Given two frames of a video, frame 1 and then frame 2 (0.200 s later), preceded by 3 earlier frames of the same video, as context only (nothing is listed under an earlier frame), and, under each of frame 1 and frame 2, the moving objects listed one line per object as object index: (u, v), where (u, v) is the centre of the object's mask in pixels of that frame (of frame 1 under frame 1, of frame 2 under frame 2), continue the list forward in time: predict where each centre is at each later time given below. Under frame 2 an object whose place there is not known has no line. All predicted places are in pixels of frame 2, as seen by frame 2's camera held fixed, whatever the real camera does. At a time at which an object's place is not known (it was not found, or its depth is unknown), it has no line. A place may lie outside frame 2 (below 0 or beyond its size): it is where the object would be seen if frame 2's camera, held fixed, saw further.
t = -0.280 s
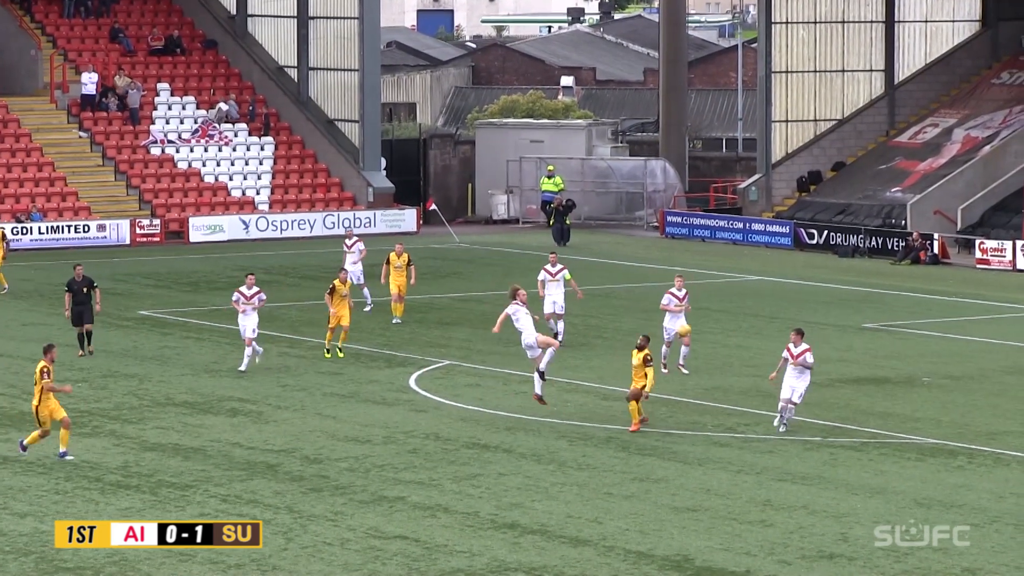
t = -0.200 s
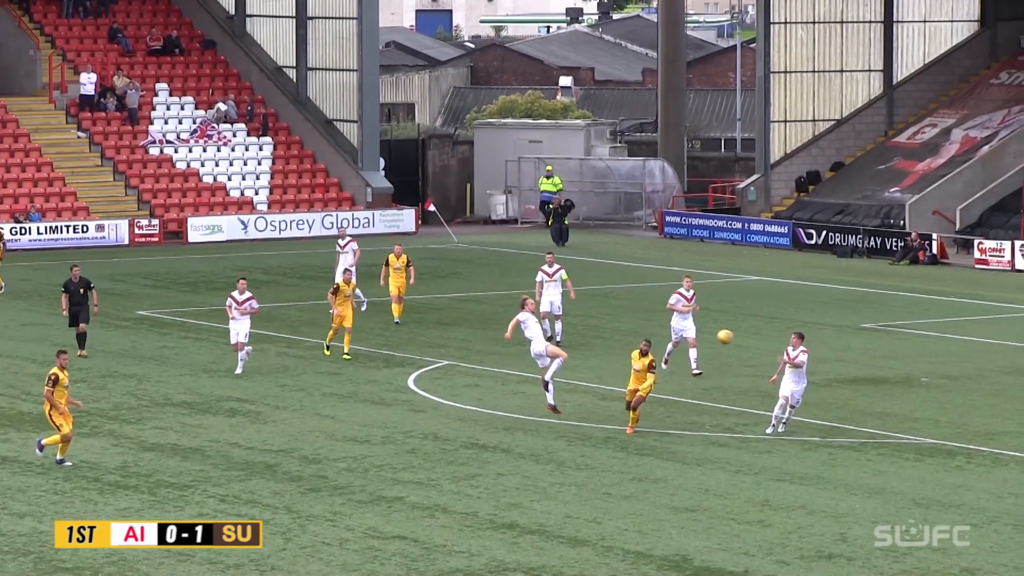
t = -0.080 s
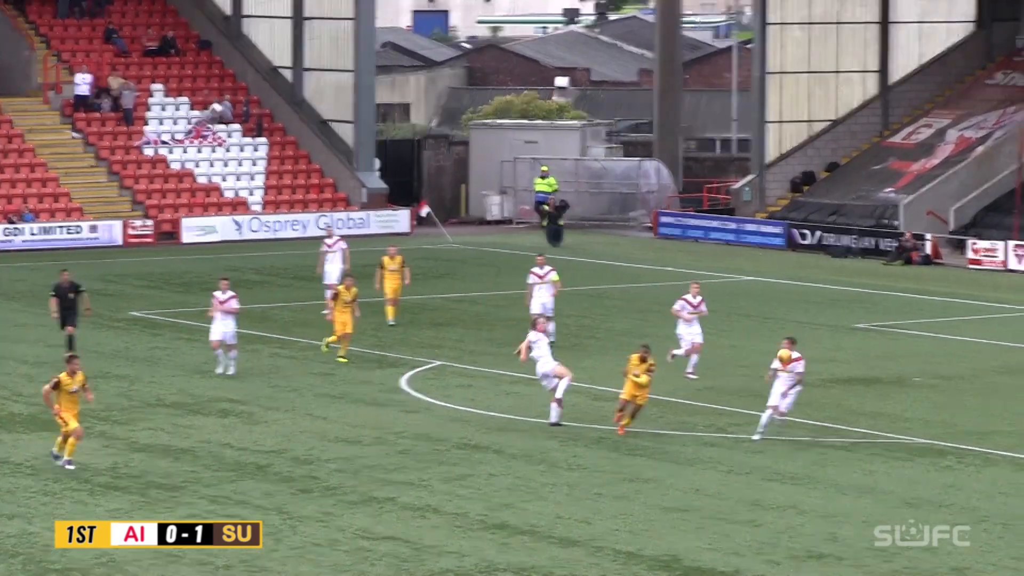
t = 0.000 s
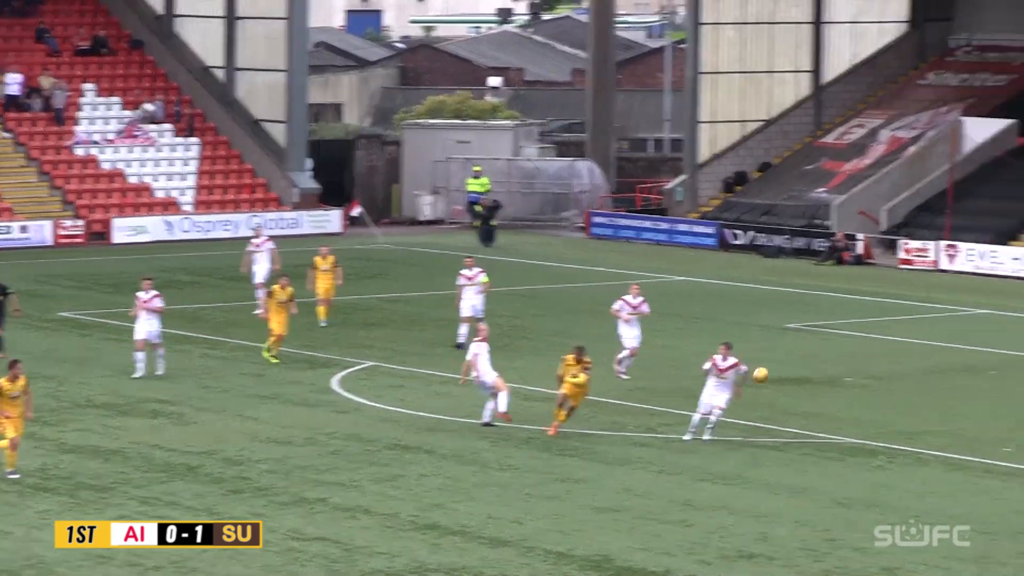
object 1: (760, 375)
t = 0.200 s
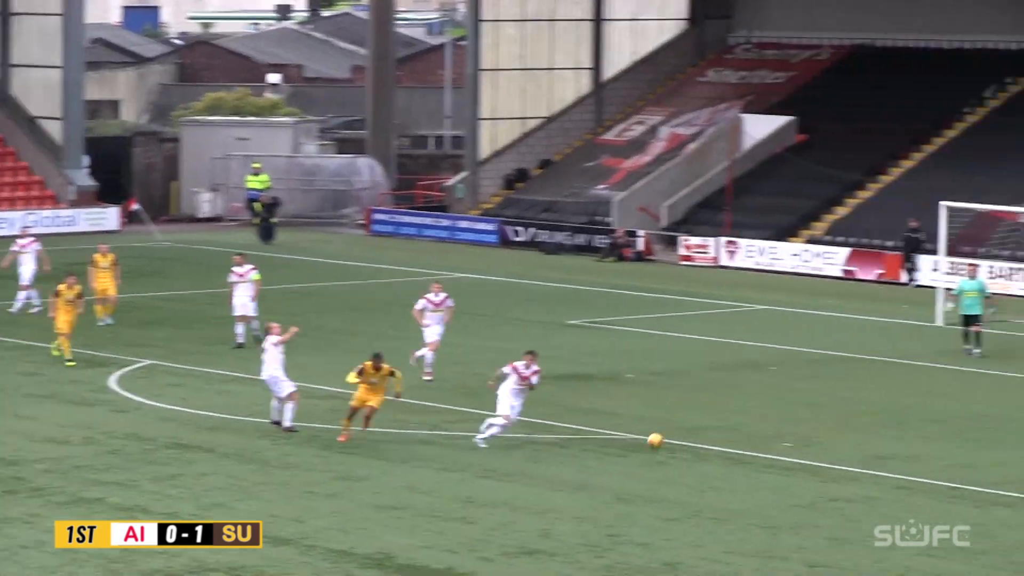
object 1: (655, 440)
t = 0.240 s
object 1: (676, 459)
